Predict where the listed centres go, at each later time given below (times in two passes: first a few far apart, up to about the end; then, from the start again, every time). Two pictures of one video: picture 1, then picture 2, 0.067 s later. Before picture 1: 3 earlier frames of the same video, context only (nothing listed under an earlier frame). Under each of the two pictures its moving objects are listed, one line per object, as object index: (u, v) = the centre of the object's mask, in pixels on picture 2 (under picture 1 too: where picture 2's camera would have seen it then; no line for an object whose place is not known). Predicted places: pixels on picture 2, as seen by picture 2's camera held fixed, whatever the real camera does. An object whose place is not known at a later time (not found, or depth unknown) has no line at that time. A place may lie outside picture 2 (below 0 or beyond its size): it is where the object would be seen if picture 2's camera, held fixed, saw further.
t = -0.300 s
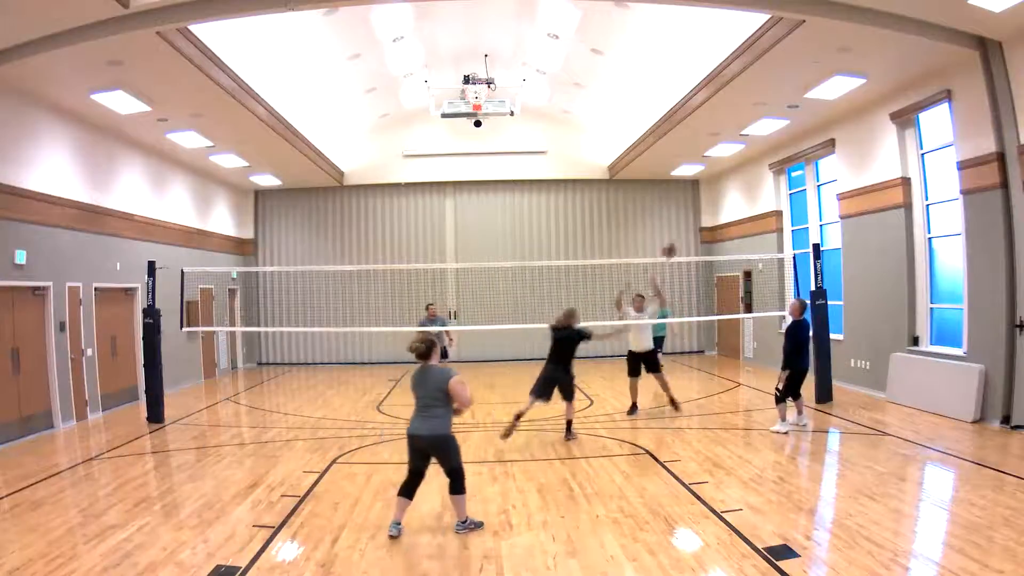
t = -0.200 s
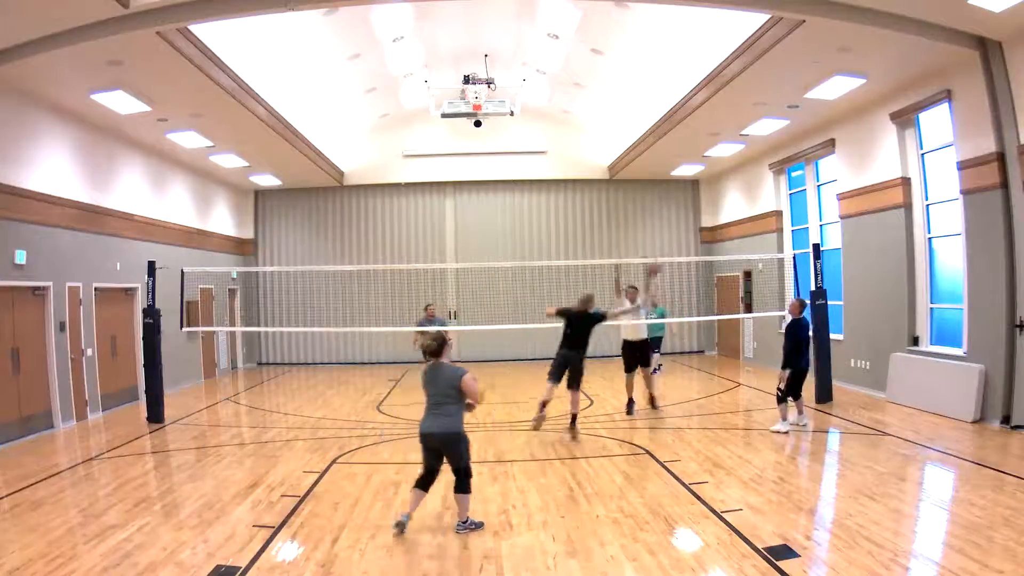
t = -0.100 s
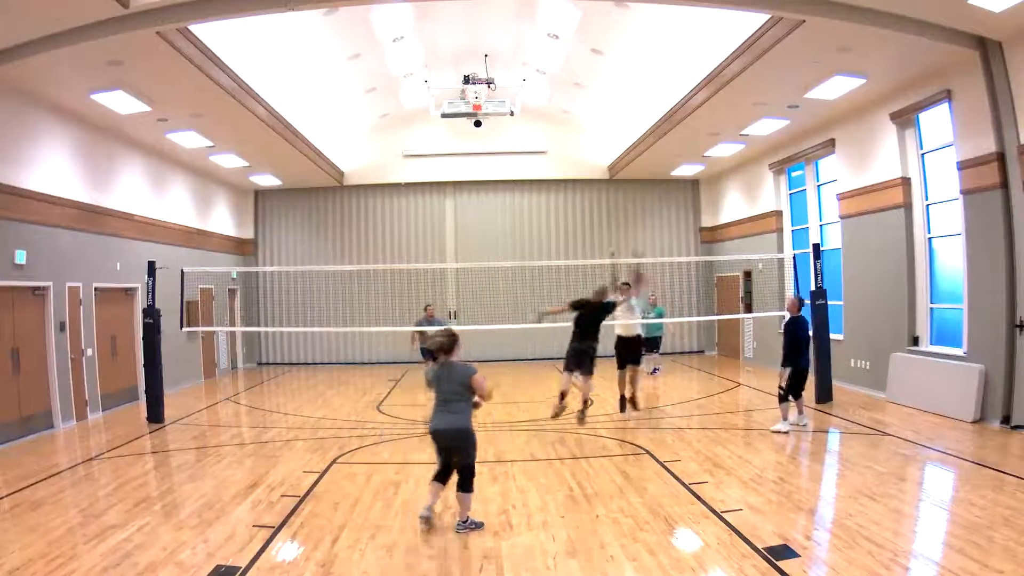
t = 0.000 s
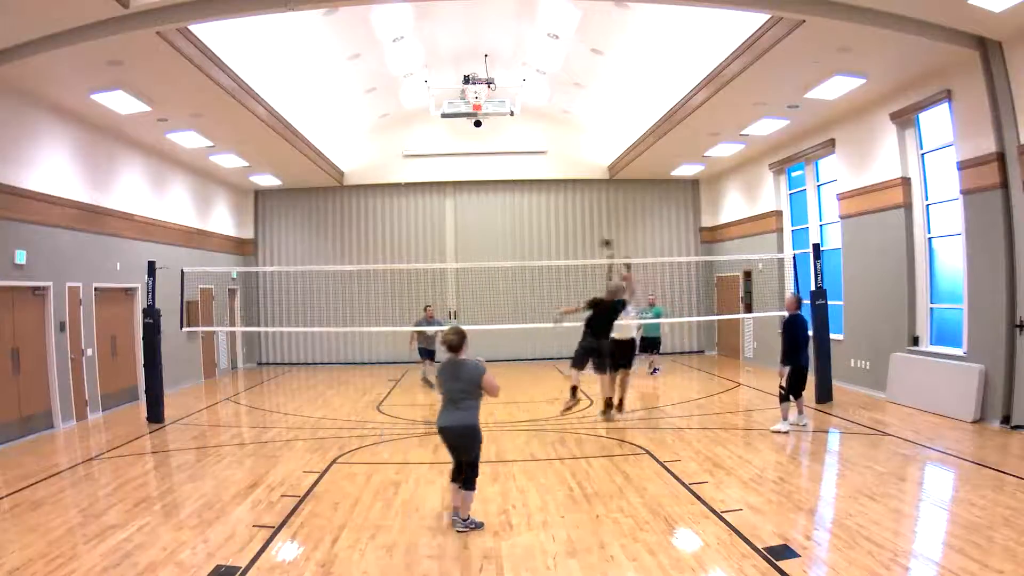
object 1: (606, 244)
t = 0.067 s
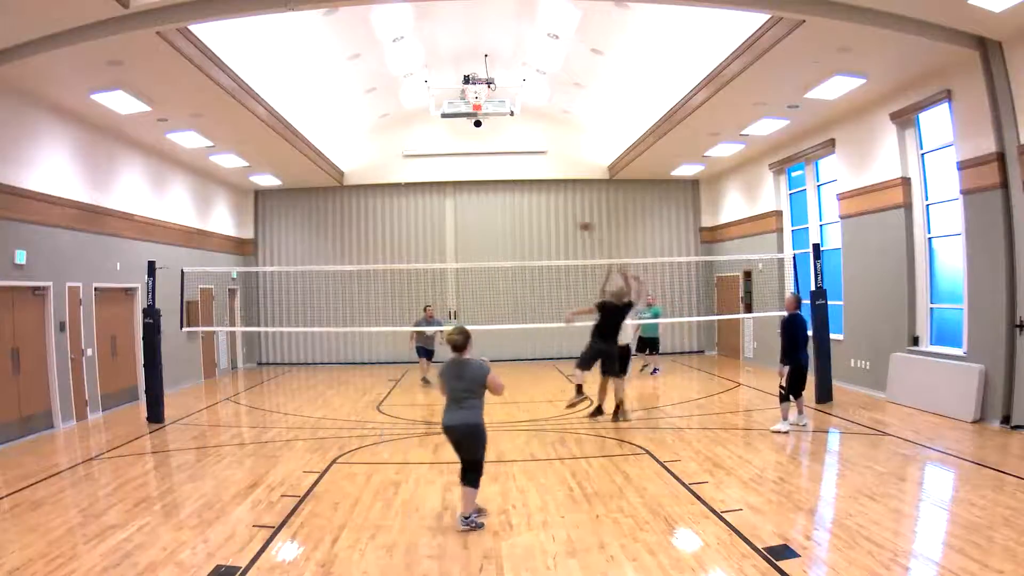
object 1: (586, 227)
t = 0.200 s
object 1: (547, 203)
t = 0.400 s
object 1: (498, 192)
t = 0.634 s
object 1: (446, 213)
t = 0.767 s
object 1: (421, 238)
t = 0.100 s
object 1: (576, 219)
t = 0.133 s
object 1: (565, 212)
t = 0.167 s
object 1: (555, 207)
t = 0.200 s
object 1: (547, 203)
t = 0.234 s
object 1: (537, 199)
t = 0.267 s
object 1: (527, 195)
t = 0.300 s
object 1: (519, 193)
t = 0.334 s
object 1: (513, 193)
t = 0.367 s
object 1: (505, 193)
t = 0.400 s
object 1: (498, 192)
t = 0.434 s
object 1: (489, 194)
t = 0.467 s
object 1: (481, 195)
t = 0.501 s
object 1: (474, 197)
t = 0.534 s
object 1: (468, 202)
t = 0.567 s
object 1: (460, 206)
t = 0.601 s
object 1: (453, 209)
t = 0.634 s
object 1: (446, 213)
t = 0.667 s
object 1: (440, 219)
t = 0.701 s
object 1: (434, 225)
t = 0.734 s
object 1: (428, 230)
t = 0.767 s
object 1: (421, 238)
